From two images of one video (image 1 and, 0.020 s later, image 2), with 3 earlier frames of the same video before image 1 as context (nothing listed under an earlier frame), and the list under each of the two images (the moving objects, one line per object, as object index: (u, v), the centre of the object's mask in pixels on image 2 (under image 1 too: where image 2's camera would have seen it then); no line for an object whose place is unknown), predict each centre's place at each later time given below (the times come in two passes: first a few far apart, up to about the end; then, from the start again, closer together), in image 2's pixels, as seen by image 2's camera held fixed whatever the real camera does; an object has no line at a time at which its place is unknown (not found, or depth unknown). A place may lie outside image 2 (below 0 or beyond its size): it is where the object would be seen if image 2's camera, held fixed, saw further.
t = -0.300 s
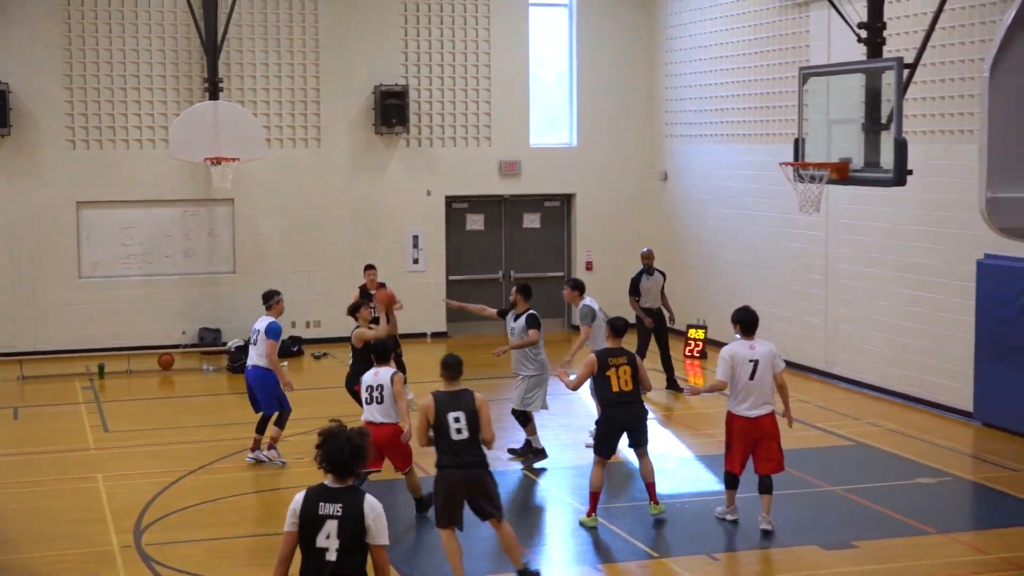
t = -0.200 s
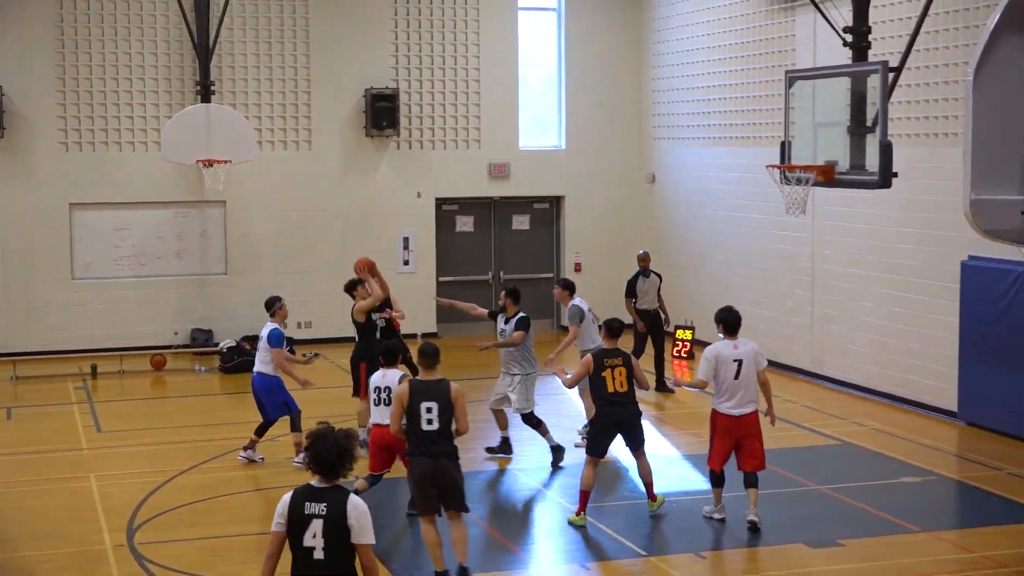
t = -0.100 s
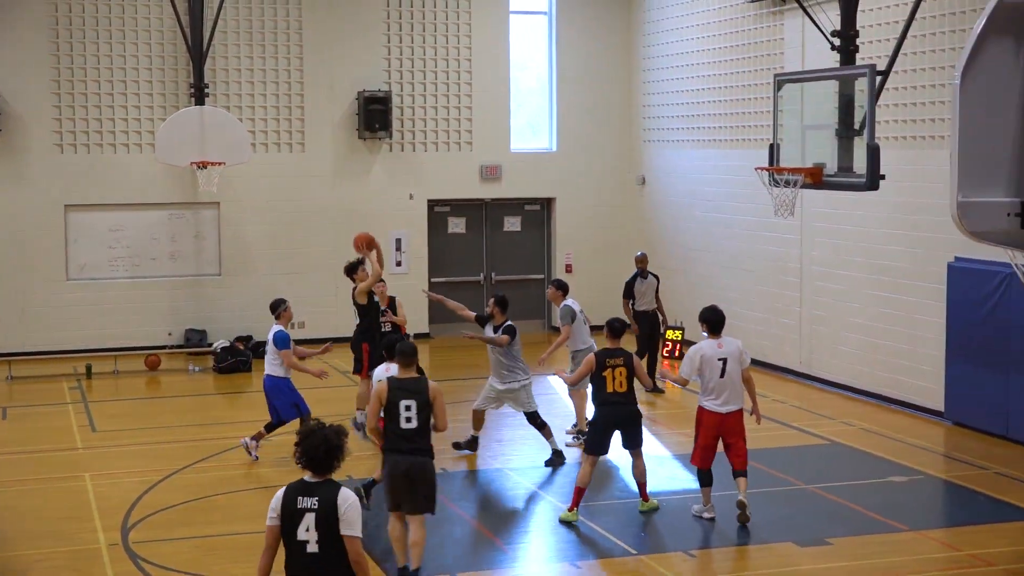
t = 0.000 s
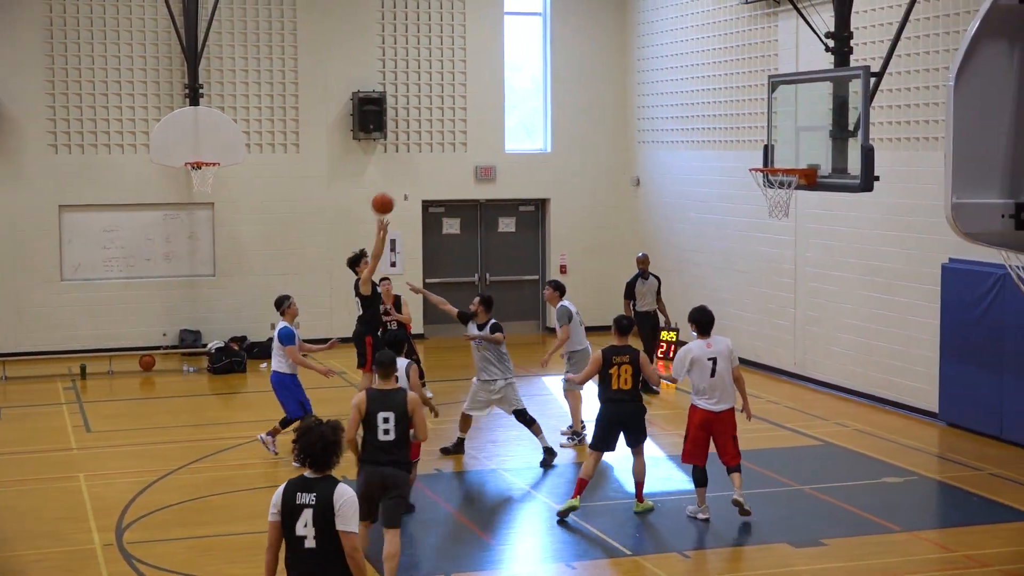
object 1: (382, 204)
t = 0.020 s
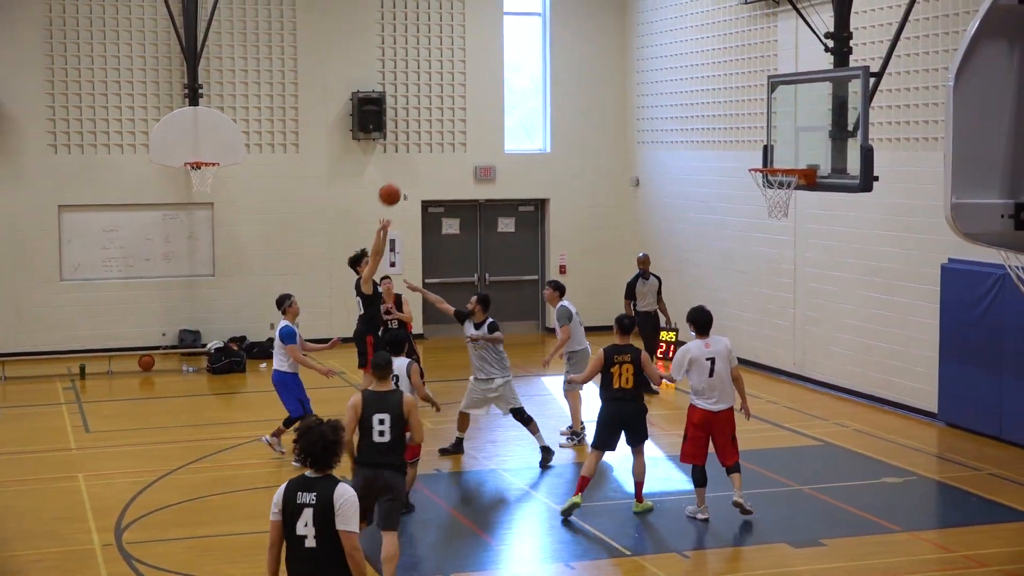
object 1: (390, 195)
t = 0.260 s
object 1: (482, 107)
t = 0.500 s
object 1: (579, 72)
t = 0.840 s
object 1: (727, 118)
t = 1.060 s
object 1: (771, 204)
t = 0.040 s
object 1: (397, 186)
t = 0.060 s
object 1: (405, 177)
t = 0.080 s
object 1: (412, 169)
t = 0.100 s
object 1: (420, 161)
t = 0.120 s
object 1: (428, 153)
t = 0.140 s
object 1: (435, 145)
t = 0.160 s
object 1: (443, 138)
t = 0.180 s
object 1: (451, 131)
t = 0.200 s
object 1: (459, 125)
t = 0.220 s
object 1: (466, 119)
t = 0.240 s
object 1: (474, 113)
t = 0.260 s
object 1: (482, 107)
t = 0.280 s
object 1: (490, 103)
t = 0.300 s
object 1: (497, 98)
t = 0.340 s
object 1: (513, 90)
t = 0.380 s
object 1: (530, 83)
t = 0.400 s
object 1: (538, 80)
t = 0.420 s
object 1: (546, 78)
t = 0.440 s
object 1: (554, 76)
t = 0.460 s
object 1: (562, 74)
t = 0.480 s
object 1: (570, 73)
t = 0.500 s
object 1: (579, 72)
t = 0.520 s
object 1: (587, 72)
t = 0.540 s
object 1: (596, 72)
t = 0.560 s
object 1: (604, 71)
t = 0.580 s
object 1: (612, 72)
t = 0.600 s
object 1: (621, 73)
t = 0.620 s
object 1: (630, 75)
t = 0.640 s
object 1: (638, 76)
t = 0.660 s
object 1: (647, 79)
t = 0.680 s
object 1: (655, 81)
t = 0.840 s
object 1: (727, 118)
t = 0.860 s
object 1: (736, 124)
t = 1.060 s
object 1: (771, 204)
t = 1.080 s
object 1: (768, 214)
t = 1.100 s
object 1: (764, 220)
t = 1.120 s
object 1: (761, 228)
